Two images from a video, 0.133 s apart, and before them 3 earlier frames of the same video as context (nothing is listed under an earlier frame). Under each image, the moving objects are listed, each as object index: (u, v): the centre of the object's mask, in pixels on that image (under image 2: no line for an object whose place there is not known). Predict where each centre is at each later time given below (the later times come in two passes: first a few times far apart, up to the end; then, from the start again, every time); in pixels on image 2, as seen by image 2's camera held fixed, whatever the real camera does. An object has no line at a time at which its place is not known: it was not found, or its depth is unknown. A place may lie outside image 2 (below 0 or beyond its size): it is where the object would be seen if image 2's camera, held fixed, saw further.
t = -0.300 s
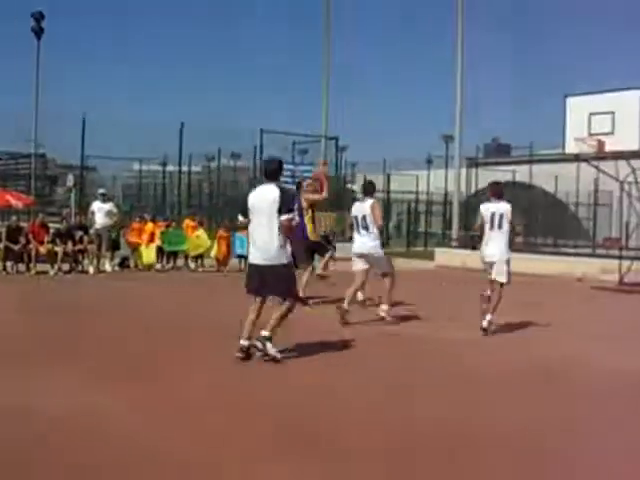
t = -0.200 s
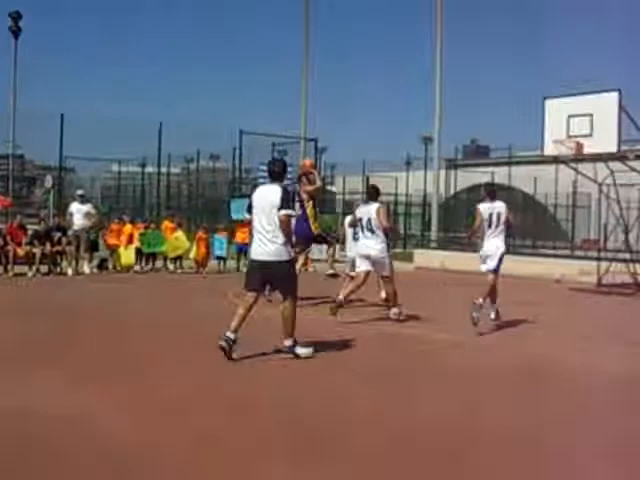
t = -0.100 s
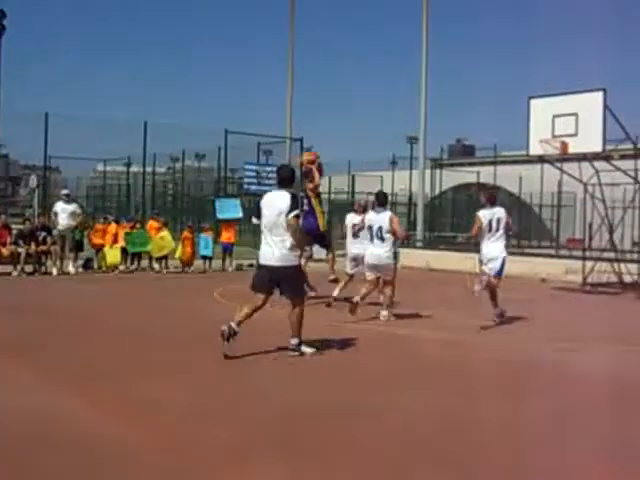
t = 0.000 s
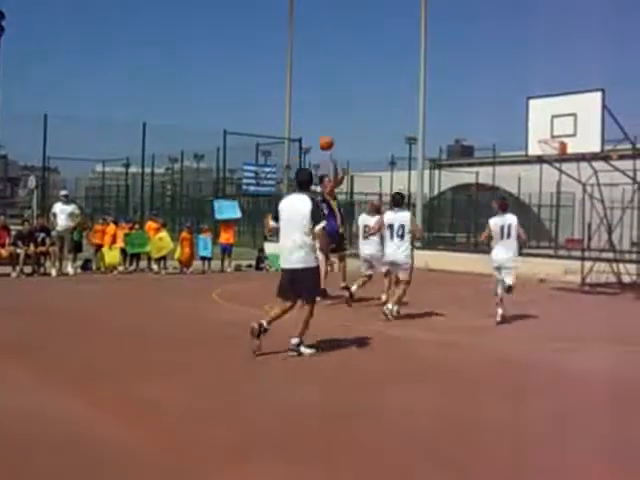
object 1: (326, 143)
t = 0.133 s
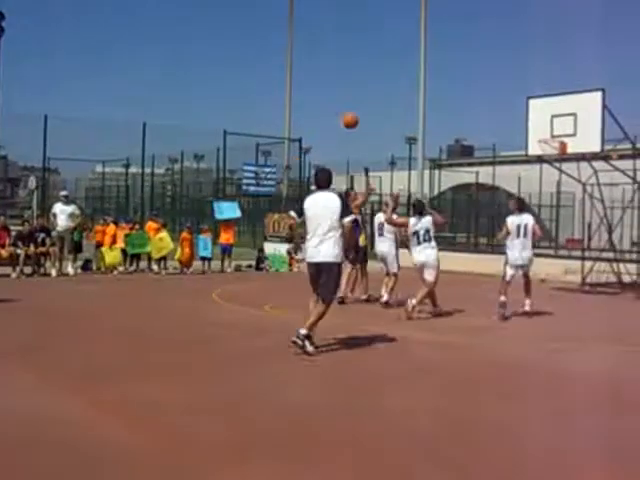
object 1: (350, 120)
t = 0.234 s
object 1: (369, 111)
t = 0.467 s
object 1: (414, 114)
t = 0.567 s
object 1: (435, 128)
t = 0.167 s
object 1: (355, 117)
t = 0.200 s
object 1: (362, 113)
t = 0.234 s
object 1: (369, 111)
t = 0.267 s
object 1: (375, 109)
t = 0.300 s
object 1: (382, 108)
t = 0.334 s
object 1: (388, 107)
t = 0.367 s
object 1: (394, 108)
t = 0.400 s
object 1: (401, 110)
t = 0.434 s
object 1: (407, 111)
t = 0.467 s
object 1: (414, 114)
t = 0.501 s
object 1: (422, 118)
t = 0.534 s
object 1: (428, 122)
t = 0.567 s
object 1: (435, 128)
